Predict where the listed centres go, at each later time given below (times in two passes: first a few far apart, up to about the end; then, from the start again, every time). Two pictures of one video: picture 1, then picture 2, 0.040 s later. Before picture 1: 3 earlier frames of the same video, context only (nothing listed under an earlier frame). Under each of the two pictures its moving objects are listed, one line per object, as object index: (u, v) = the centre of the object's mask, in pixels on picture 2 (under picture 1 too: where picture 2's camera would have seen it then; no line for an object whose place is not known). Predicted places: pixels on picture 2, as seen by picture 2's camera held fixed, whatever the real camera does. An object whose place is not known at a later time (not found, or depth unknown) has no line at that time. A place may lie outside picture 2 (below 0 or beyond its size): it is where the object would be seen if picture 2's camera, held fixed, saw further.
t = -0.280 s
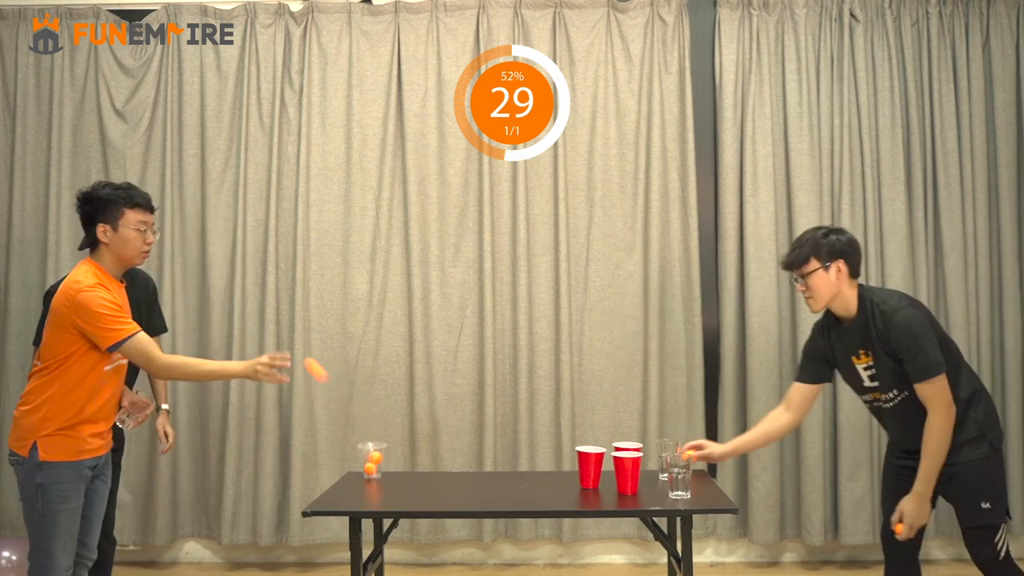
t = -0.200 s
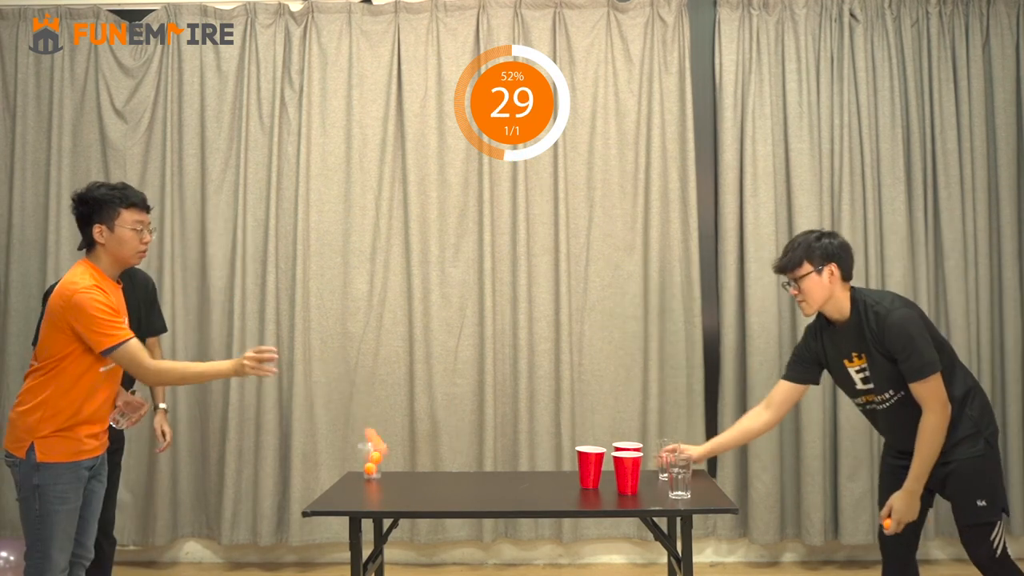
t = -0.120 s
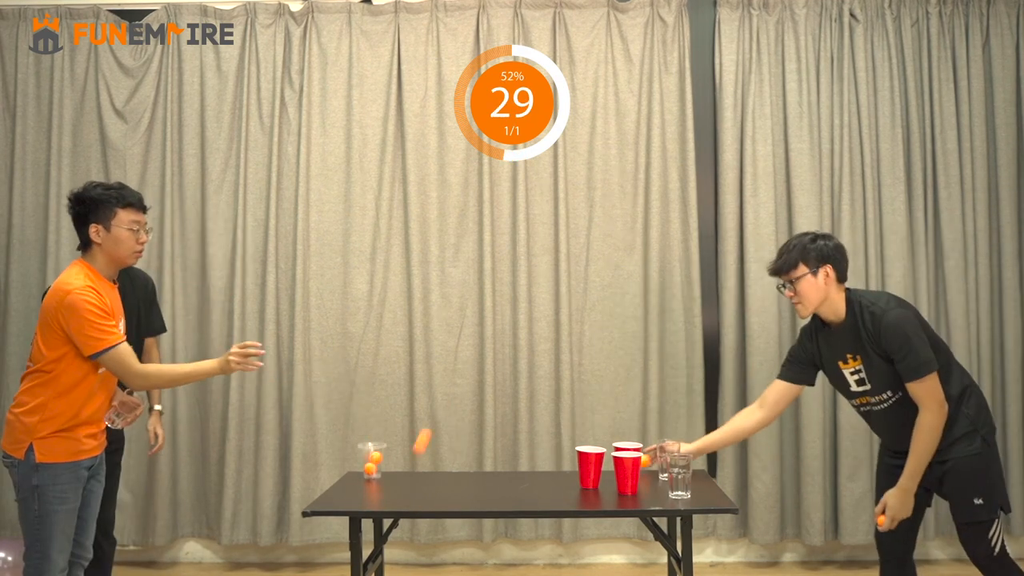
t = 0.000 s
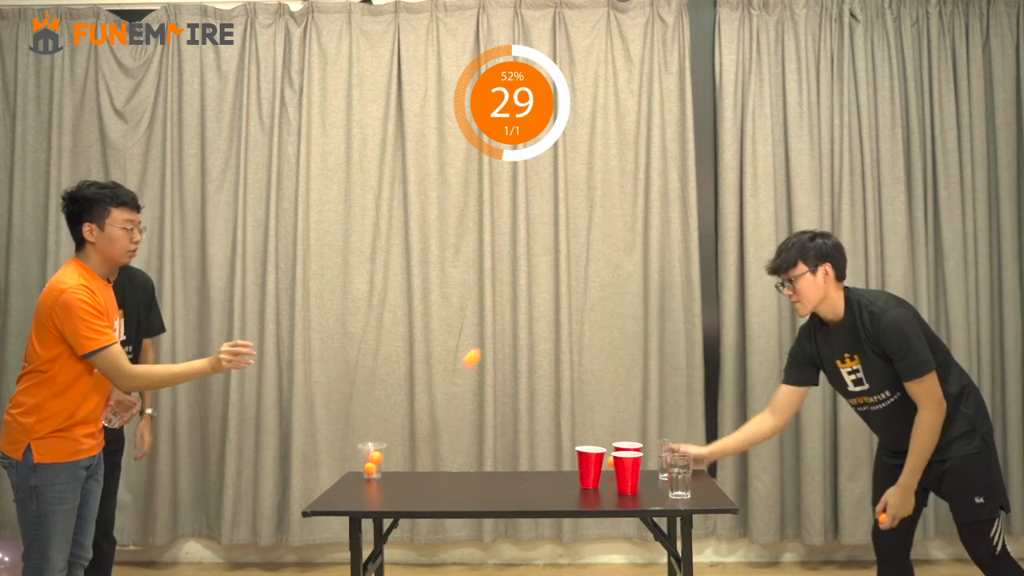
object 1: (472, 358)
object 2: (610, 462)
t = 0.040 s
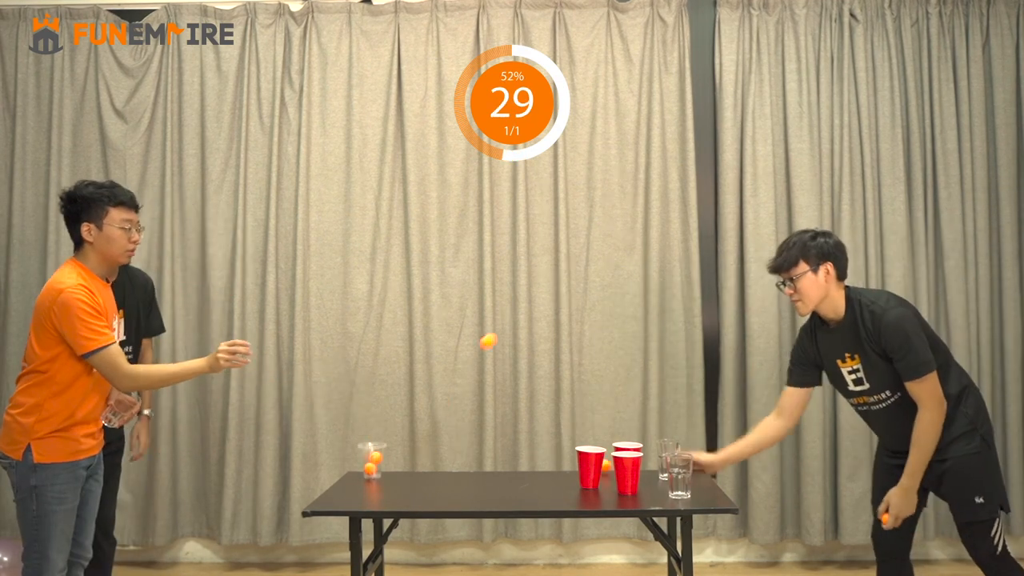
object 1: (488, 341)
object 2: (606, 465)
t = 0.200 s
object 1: (553, 325)
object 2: (573, 463)
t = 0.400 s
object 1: (629, 417)
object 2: (539, 466)
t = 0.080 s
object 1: (505, 329)
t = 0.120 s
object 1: (521, 323)
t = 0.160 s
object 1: (537, 322)
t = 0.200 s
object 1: (553, 325)
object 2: (573, 463)
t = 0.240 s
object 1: (569, 334)
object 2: (567, 465)
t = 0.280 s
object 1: (584, 348)
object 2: (560, 466)
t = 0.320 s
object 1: (599, 366)
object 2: (553, 465)
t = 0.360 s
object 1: (614, 390)
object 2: (547, 468)
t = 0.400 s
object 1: (629, 417)
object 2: (539, 466)
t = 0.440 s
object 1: (639, 436)
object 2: (532, 468)
